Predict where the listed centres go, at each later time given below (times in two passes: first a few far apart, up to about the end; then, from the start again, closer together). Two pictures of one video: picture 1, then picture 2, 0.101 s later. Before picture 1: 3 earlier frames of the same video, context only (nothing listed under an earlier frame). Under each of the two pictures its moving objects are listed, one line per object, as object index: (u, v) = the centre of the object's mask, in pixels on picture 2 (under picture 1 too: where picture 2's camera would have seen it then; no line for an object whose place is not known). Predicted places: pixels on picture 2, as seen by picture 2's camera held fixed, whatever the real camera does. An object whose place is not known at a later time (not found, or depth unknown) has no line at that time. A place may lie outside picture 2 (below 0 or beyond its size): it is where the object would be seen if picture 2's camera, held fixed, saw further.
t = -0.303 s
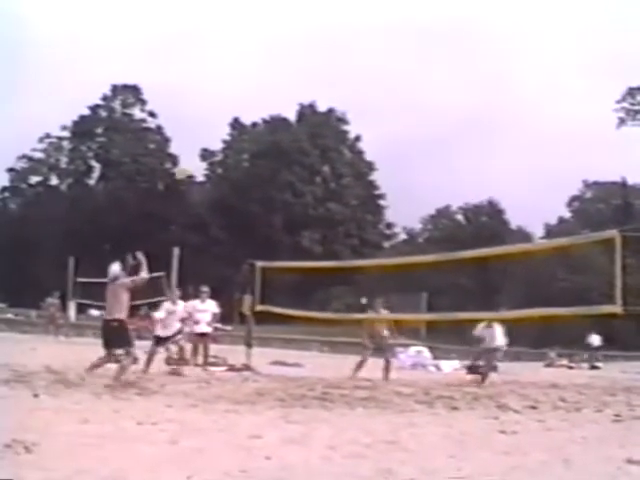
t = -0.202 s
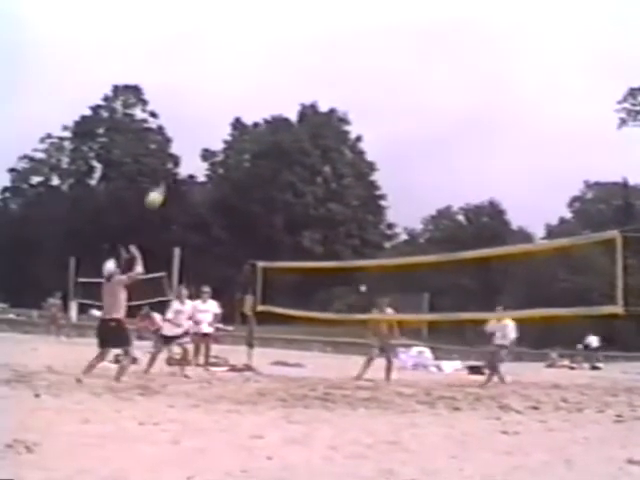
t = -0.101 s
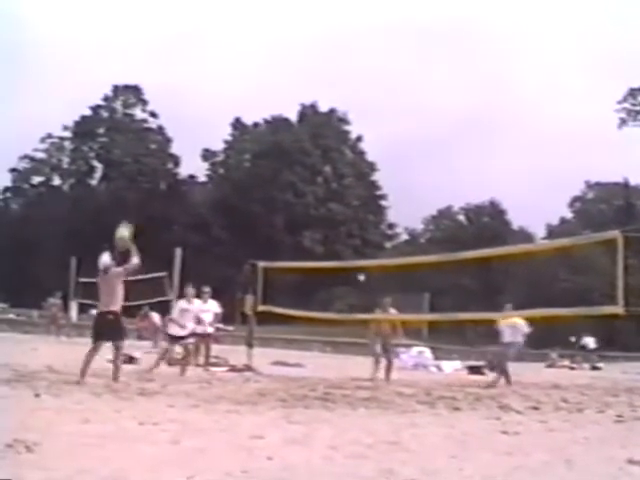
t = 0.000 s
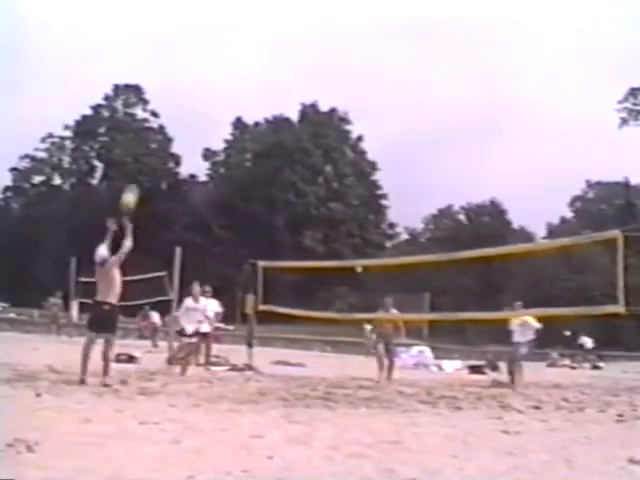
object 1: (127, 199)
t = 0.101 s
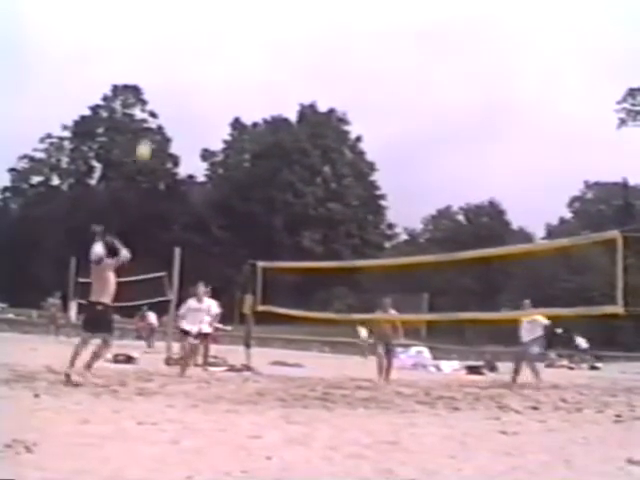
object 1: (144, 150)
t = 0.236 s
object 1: (160, 104)
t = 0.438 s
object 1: (181, 60)
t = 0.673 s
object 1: (202, 43)
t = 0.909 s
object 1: (220, 60)
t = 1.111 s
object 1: (232, 100)
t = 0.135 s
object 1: (148, 137)
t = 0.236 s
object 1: (160, 104)
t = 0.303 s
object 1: (167, 87)
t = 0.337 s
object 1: (171, 79)
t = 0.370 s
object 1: (175, 71)
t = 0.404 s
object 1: (178, 66)
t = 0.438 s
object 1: (181, 60)
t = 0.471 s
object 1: (184, 55)
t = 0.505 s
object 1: (188, 51)
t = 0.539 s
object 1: (191, 48)
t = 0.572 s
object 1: (194, 46)
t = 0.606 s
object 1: (197, 44)
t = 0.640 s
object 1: (200, 43)
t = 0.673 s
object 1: (202, 43)
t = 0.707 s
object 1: (205, 43)
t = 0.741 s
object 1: (208, 44)
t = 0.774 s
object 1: (210, 46)
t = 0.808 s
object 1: (212, 49)
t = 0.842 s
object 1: (215, 52)
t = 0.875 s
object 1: (217, 55)
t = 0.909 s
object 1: (220, 60)
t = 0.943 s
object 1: (222, 65)
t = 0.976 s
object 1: (225, 71)
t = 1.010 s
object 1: (226, 77)
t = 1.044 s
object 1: (228, 84)
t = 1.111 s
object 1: (232, 100)
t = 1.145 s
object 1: (234, 107)
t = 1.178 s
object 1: (234, 114)
